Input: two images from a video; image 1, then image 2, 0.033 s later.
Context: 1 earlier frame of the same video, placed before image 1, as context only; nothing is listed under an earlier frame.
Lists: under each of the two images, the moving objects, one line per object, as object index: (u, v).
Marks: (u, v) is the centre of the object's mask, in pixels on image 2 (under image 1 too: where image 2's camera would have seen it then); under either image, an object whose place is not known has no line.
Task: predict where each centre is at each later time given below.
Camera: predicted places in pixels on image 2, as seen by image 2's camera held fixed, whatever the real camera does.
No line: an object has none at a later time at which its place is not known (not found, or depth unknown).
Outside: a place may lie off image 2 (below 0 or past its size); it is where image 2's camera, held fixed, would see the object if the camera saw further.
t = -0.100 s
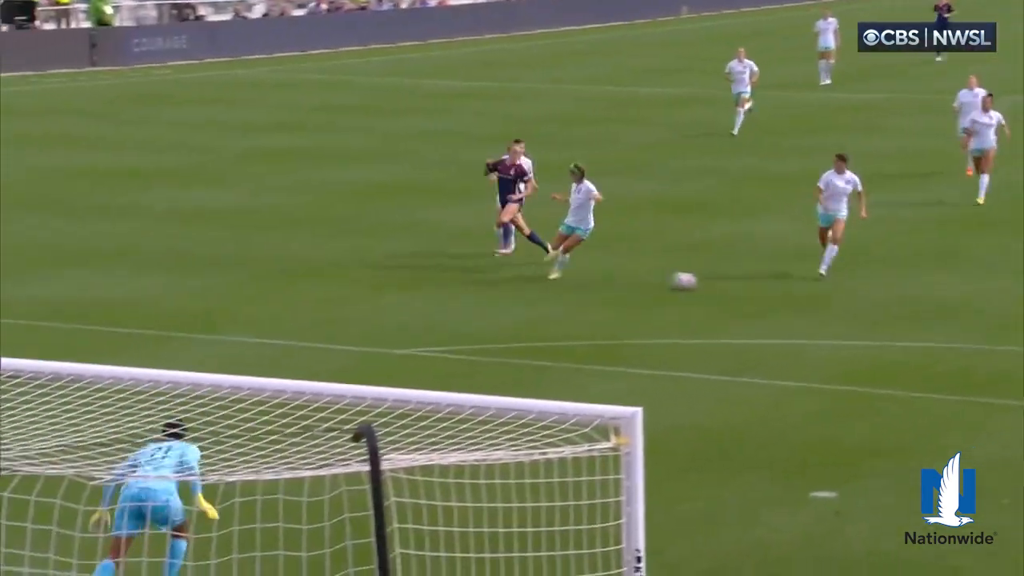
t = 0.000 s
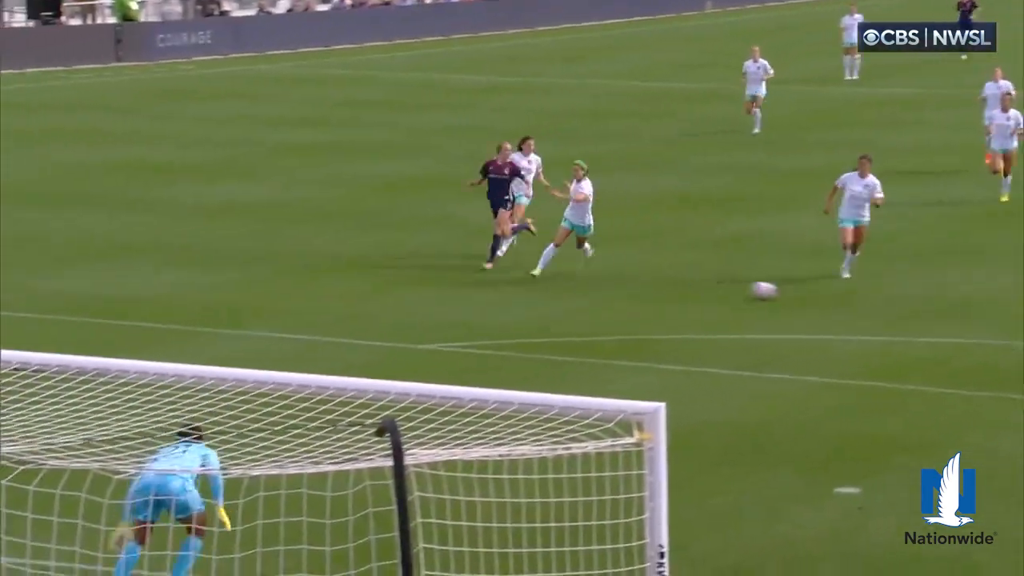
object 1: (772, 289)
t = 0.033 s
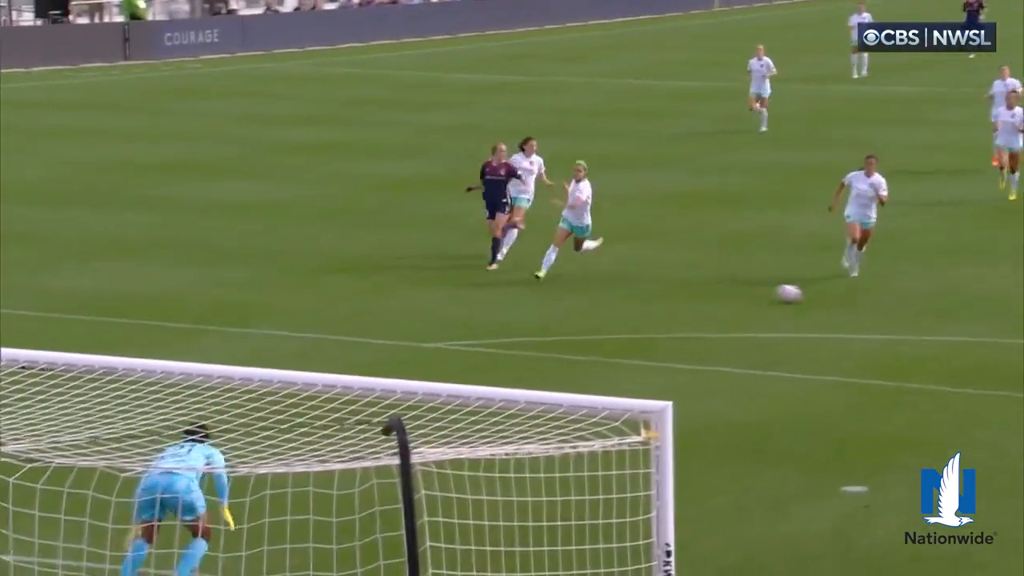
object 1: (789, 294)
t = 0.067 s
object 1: (804, 297)
